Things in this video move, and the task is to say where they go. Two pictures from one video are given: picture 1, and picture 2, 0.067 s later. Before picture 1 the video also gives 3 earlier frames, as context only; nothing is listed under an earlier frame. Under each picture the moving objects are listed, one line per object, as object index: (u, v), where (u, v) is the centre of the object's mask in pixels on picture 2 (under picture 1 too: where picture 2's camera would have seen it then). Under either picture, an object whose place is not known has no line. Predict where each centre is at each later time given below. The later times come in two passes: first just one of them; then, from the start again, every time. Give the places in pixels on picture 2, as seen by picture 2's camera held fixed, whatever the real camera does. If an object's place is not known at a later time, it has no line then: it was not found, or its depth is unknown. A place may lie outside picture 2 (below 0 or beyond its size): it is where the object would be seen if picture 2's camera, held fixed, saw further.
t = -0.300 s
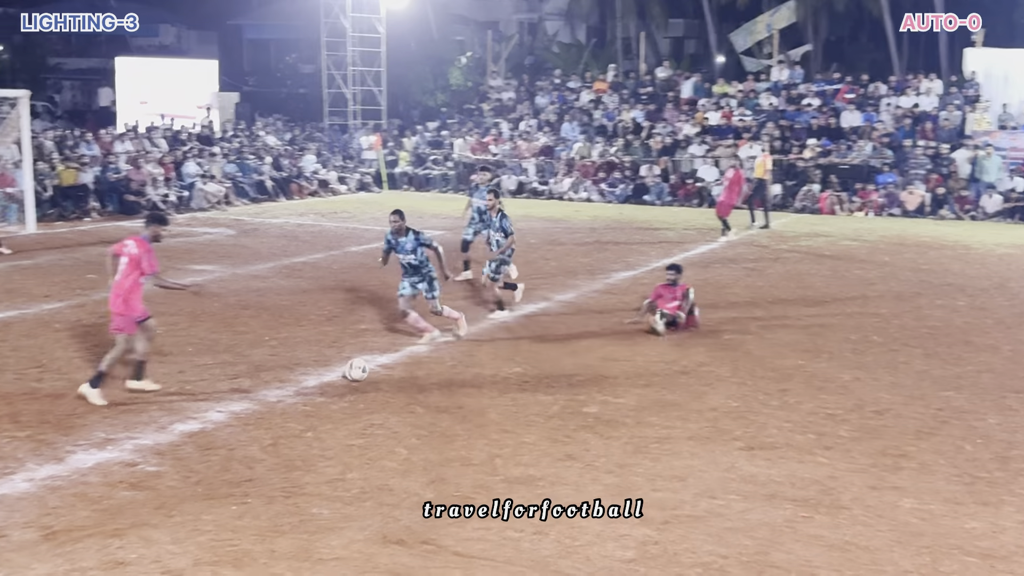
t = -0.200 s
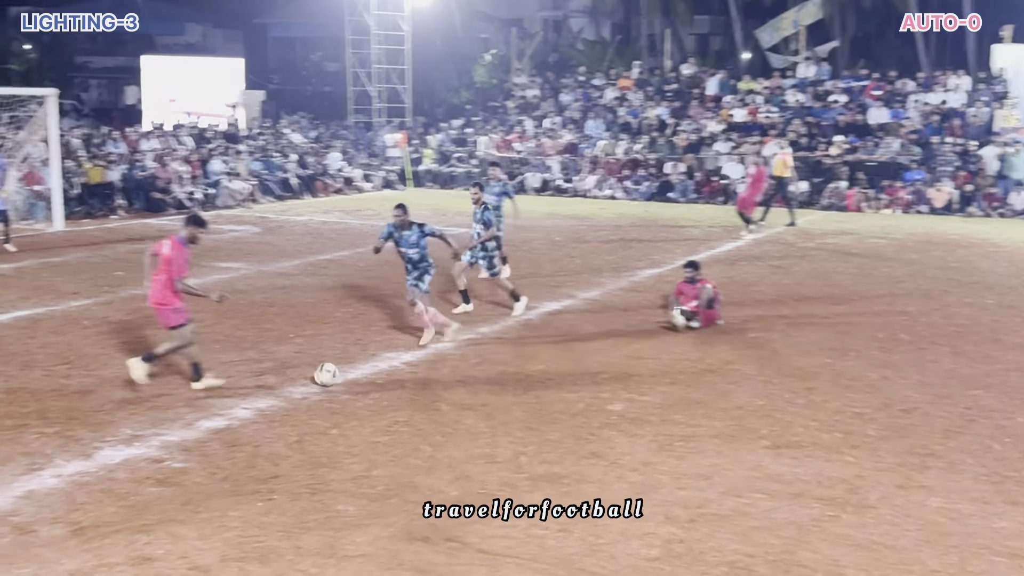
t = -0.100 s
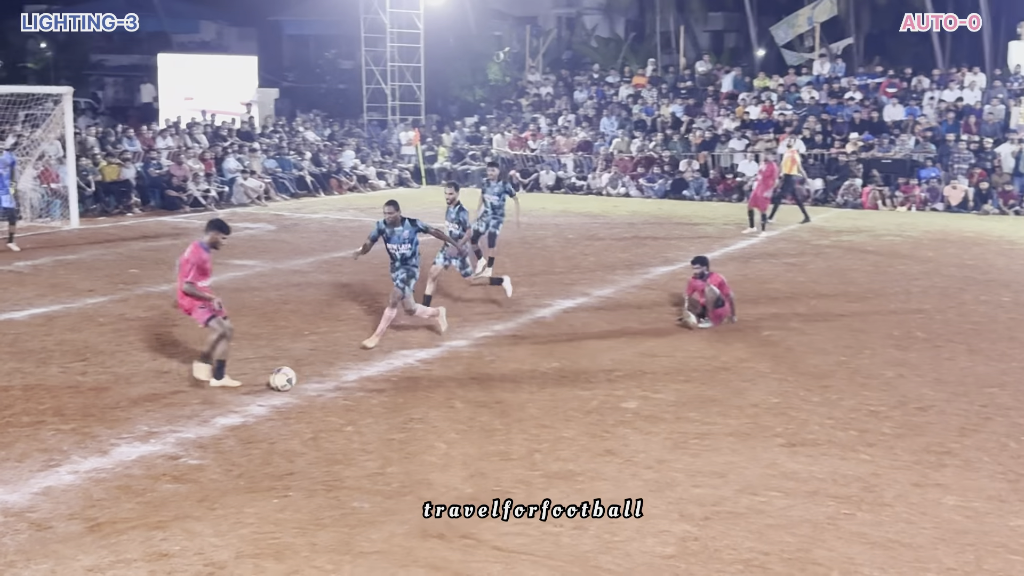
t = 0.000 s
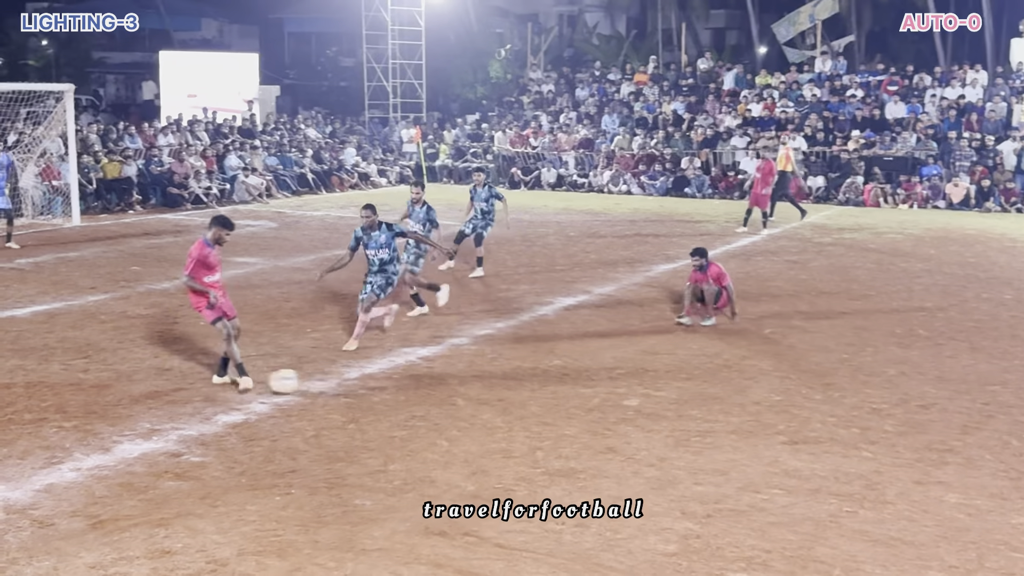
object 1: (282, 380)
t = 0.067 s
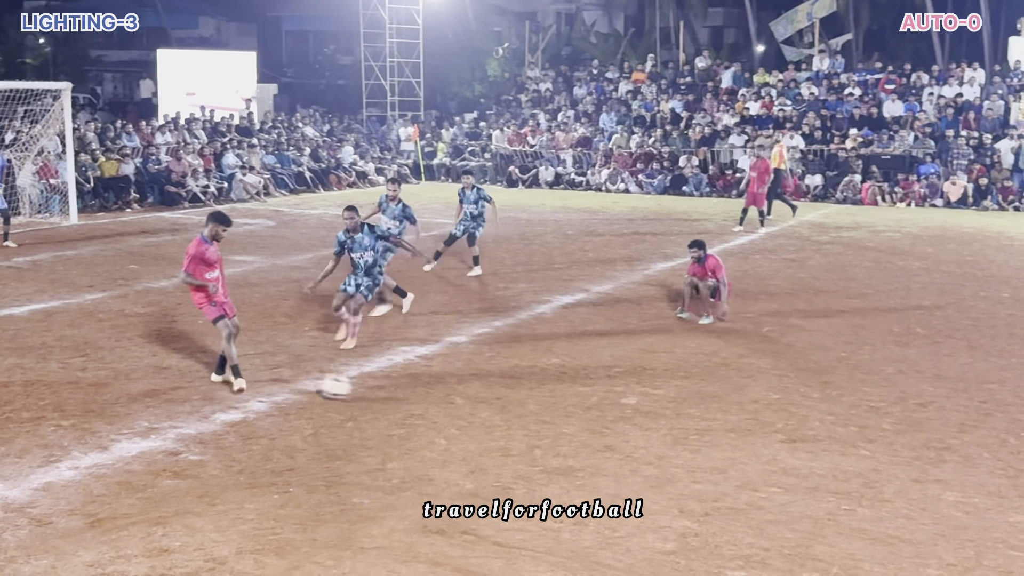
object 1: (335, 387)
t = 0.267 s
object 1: (477, 402)
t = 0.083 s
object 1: (349, 389)
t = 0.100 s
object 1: (361, 390)
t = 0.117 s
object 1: (372, 390)
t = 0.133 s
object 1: (384, 390)
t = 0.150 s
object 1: (395, 391)
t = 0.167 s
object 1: (407, 392)
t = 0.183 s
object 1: (418, 393)
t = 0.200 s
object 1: (430, 394)
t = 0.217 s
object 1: (442, 396)
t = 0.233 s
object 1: (453, 397)
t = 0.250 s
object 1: (465, 400)
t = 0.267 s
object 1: (477, 402)
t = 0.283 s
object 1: (488, 404)
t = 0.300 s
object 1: (498, 404)
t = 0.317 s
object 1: (508, 405)
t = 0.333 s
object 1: (519, 406)
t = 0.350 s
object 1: (529, 407)
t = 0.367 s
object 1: (540, 409)
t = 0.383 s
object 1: (550, 411)
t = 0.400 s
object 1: (560, 413)
